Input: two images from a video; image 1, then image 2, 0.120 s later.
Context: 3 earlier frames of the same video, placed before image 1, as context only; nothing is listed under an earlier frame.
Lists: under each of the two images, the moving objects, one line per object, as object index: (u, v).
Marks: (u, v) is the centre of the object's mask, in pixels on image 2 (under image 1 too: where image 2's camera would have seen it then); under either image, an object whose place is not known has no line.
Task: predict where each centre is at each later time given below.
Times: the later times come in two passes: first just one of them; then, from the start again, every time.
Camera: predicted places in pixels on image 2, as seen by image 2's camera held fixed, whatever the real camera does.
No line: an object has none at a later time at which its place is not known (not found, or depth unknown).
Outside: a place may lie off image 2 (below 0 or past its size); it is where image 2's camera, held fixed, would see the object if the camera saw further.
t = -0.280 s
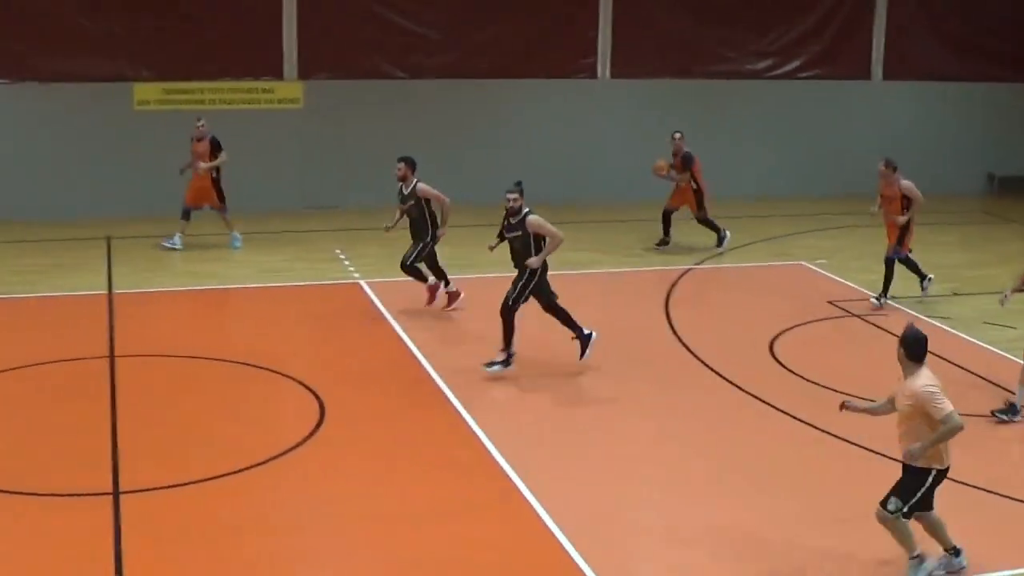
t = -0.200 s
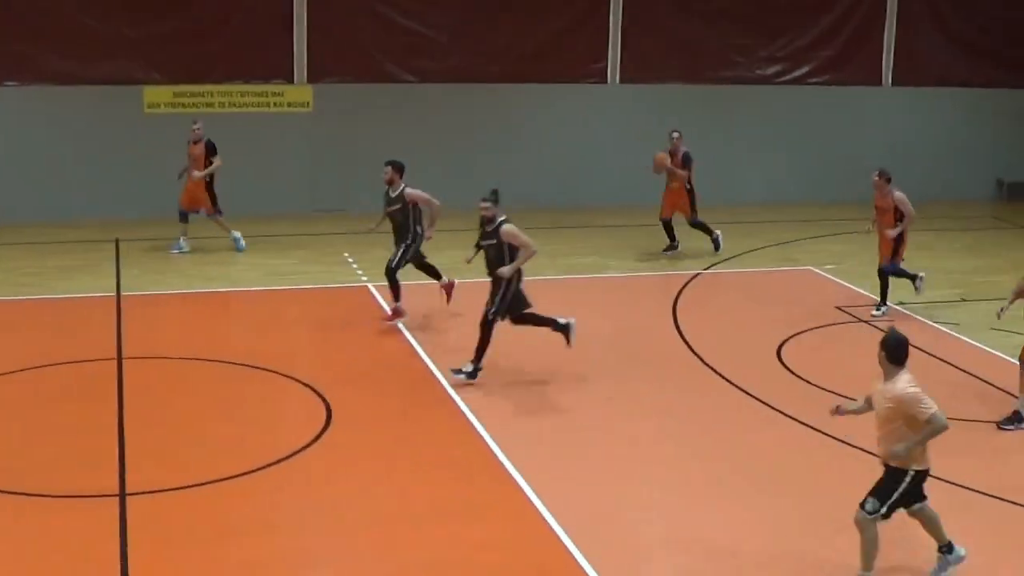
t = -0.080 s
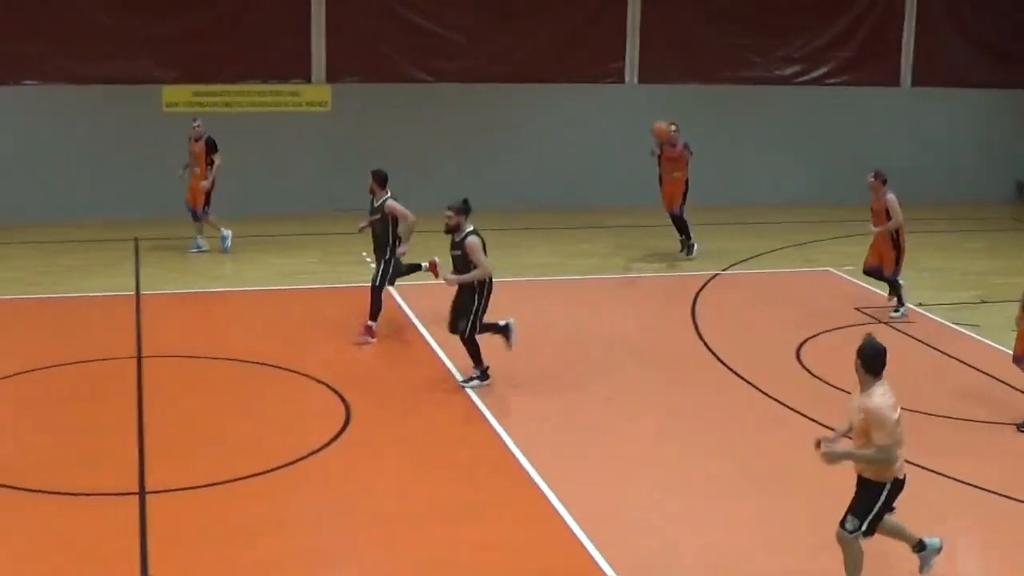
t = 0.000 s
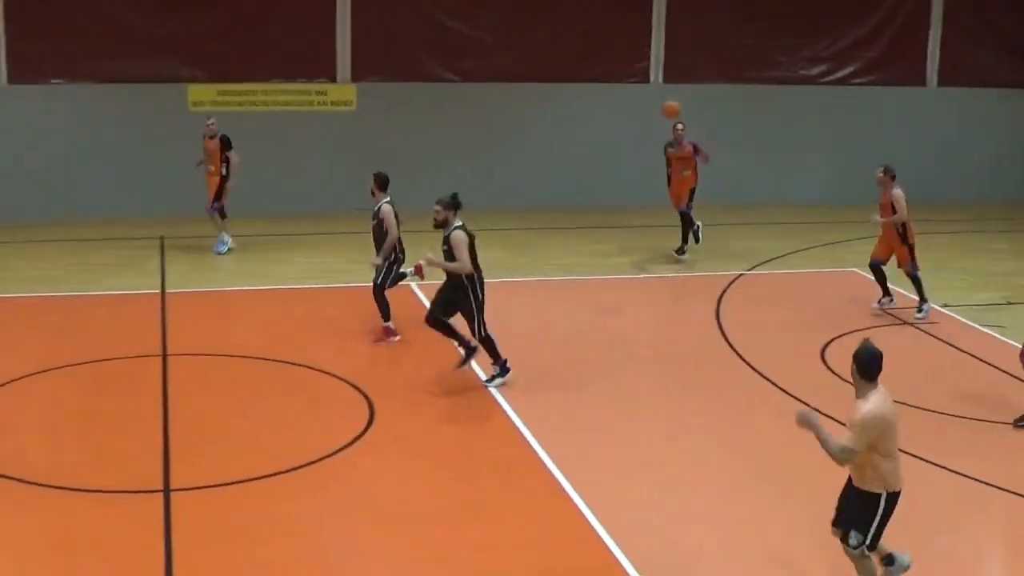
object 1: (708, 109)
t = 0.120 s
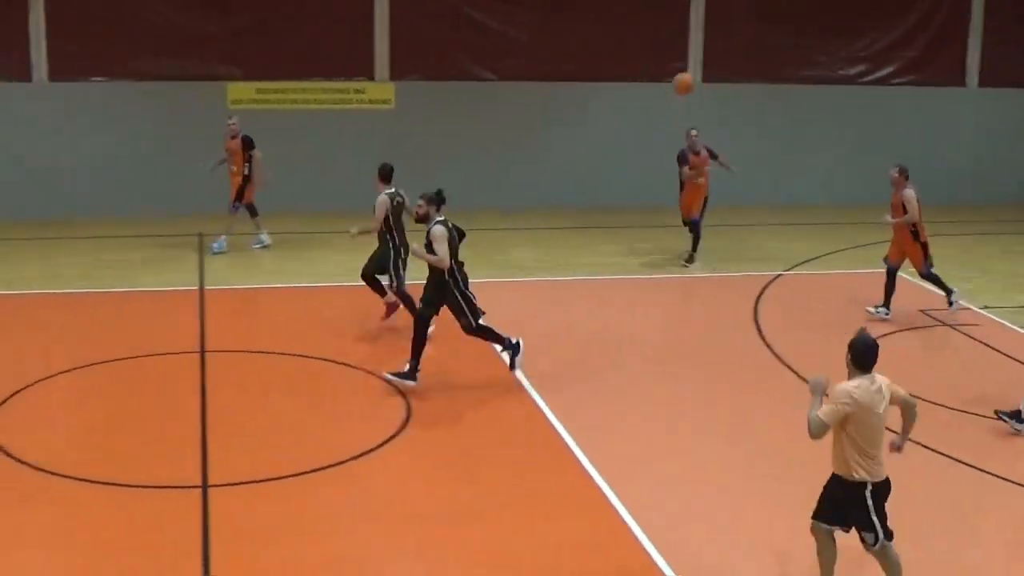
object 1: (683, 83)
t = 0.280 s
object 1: (642, 64)
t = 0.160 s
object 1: (673, 76)
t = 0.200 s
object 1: (663, 72)
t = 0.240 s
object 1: (653, 67)
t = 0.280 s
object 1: (642, 64)
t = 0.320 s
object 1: (630, 61)
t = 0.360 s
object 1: (618, 61)
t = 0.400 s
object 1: (605, 62)
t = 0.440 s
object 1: (590, 65)
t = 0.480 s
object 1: (576, 69)
